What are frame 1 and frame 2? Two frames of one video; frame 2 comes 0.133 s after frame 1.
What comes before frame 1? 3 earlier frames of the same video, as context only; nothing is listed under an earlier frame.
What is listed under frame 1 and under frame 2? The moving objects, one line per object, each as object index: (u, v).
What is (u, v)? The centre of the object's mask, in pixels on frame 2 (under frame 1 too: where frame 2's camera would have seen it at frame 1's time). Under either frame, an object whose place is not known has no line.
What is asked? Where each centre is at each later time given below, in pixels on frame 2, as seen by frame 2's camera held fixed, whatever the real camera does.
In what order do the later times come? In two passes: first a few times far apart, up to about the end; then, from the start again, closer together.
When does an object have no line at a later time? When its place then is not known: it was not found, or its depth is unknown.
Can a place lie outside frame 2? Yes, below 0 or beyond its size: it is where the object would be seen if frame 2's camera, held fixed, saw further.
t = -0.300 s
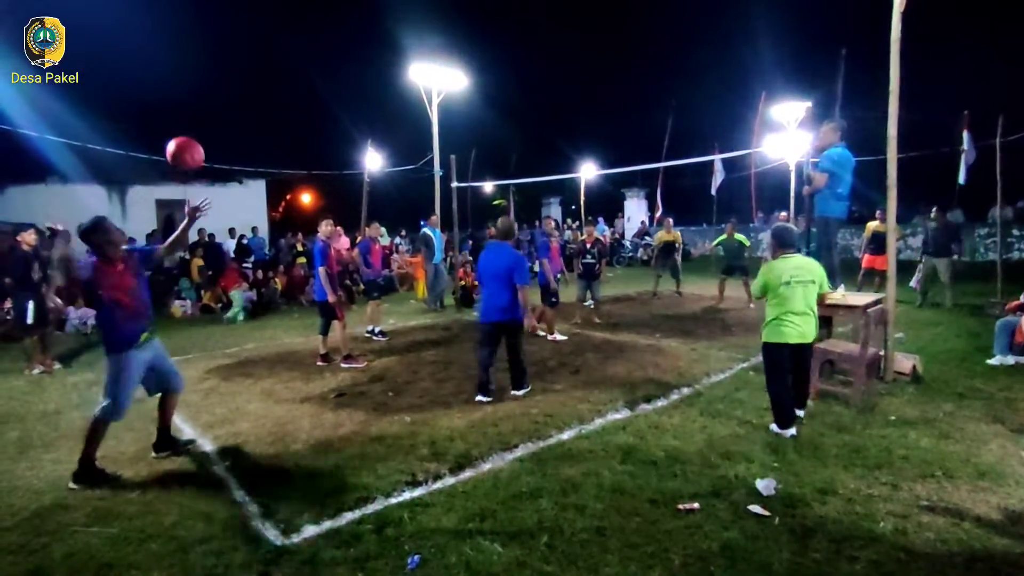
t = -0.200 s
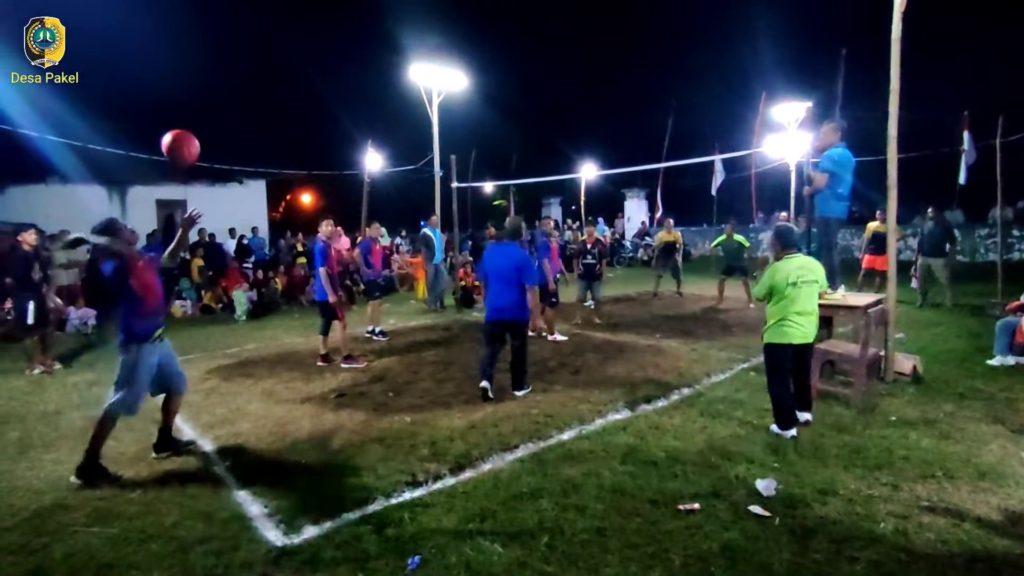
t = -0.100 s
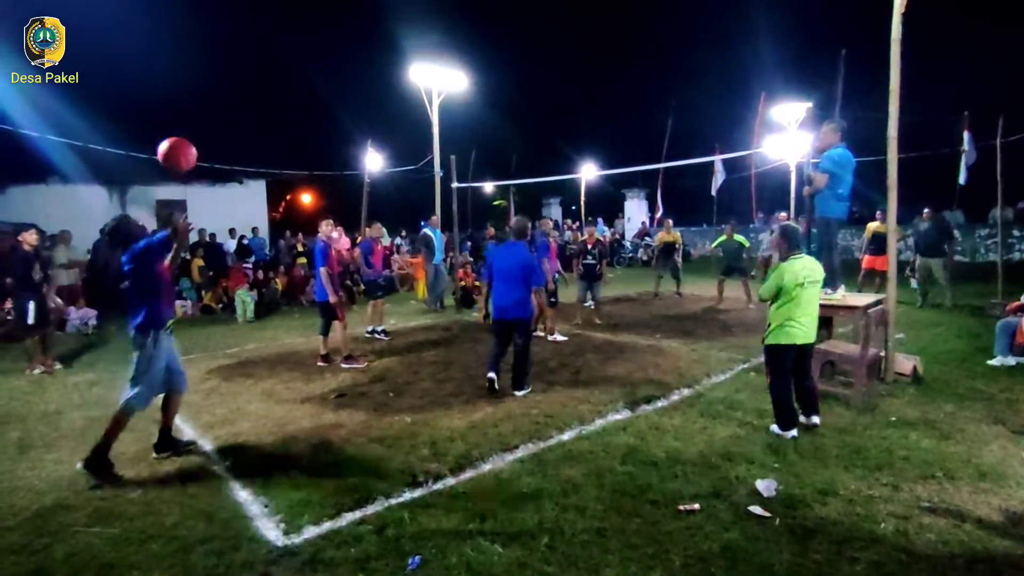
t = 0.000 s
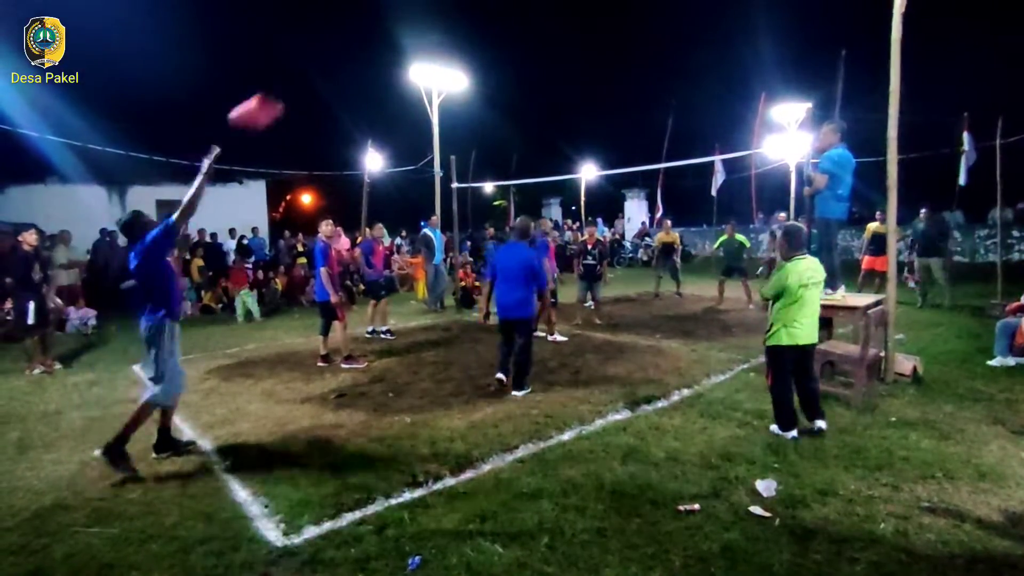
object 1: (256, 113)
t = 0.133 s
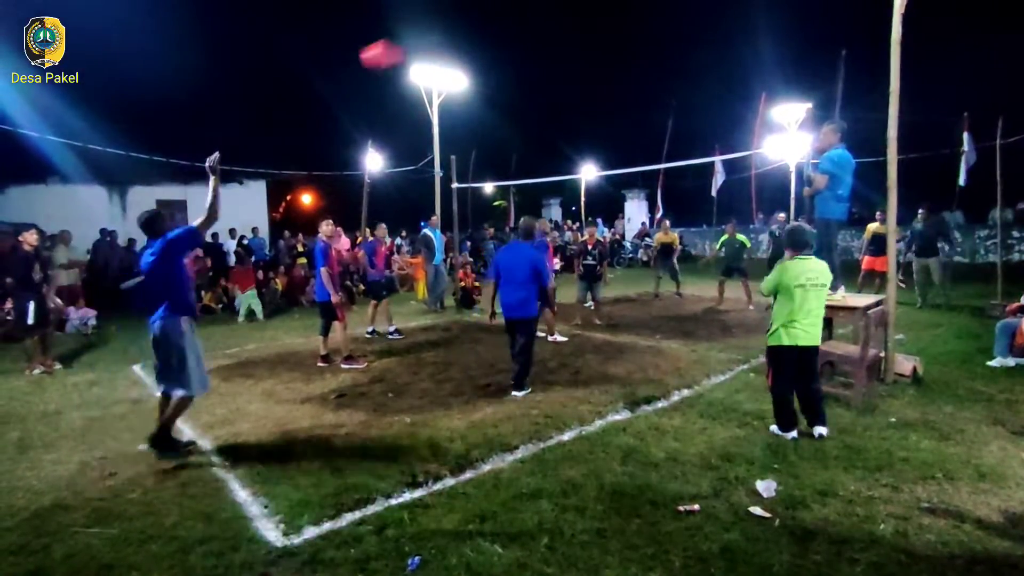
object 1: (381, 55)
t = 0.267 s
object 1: (470, 31)
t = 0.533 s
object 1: (584, 46)
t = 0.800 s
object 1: (654, 100)
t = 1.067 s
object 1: (700, 175)
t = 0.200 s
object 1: (428, 41)
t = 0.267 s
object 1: (470, 31)
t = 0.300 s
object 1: (488, 29)
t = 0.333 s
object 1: (505, 28)
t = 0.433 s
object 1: (549, 34)
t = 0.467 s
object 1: (562, 37)
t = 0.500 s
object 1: (573, 41)
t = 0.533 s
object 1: (584, 46)
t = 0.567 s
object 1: (595, 51)
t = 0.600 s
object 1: (605, 57)
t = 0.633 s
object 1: (614, 63)
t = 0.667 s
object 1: (623, 69)
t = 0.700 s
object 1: (632, 77)
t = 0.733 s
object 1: (640, 84)
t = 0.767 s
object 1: (647, 92)
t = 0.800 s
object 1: (654, 100)
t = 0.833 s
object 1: (661, 108)
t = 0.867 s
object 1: (667, 118)
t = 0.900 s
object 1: (673, 126)
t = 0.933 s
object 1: (679, 135)
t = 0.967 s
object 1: (685, 145)
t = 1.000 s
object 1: (689, 154)
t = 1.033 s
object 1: (695, 166)
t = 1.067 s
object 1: (700, 175)
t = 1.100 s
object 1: (704, 185)
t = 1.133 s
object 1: (708, 196)
